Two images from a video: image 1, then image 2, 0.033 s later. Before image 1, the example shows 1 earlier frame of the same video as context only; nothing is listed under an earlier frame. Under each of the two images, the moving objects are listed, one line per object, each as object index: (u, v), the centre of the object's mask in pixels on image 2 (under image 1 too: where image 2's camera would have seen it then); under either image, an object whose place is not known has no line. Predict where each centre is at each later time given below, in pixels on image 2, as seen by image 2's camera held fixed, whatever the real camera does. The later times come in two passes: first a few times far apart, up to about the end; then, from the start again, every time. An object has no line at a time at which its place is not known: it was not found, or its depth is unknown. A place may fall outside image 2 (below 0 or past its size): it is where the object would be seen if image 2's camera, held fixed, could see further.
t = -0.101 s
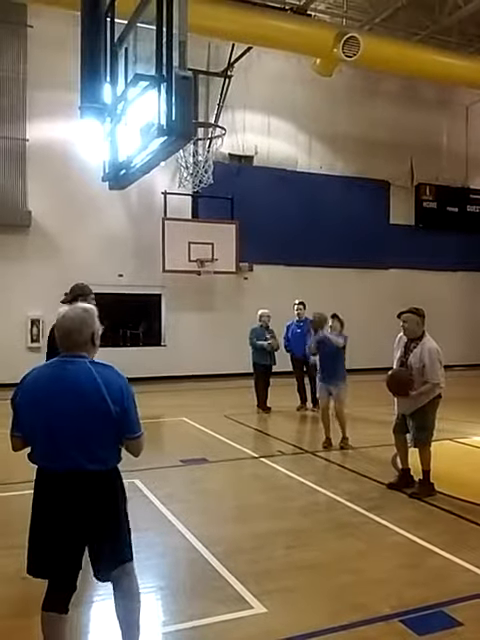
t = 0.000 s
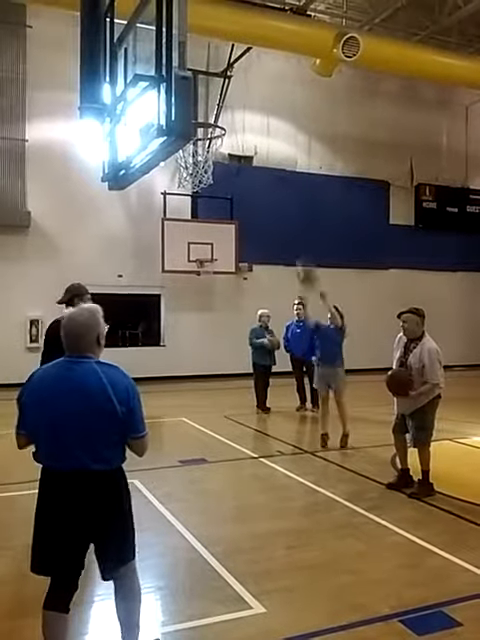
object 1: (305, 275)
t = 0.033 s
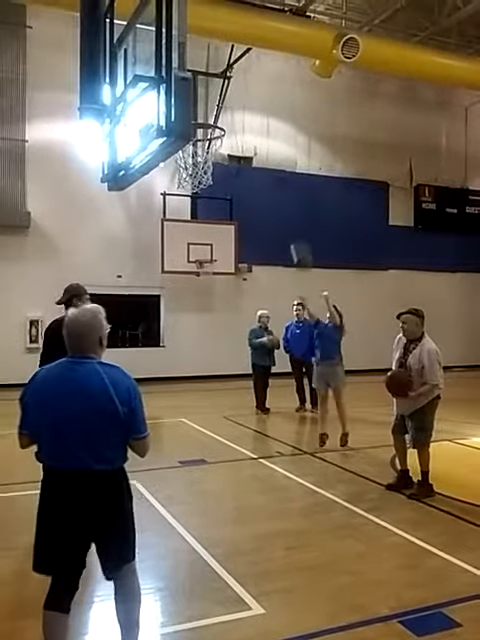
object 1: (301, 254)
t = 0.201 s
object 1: (275, 177)
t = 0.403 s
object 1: (238, 100)
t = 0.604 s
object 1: (194, 50)
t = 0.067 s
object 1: (297, 237)
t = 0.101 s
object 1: (289, 222)
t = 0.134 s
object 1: (284, 205)
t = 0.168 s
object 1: (278, 187)
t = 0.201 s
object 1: (275, 177)
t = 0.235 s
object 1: (269, 159)
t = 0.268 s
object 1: (263, 148)
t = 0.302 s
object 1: (257, 134)
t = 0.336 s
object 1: (251, 124)
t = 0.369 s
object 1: (244, 111)
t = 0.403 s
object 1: (238, 100)
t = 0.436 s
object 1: (230, 88)
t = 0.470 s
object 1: (222, 79)
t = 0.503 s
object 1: (214, 70)
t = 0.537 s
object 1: (207, 65)
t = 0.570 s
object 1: (199, 57)
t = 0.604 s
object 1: (194, 50)
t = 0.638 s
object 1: (190, 46)
